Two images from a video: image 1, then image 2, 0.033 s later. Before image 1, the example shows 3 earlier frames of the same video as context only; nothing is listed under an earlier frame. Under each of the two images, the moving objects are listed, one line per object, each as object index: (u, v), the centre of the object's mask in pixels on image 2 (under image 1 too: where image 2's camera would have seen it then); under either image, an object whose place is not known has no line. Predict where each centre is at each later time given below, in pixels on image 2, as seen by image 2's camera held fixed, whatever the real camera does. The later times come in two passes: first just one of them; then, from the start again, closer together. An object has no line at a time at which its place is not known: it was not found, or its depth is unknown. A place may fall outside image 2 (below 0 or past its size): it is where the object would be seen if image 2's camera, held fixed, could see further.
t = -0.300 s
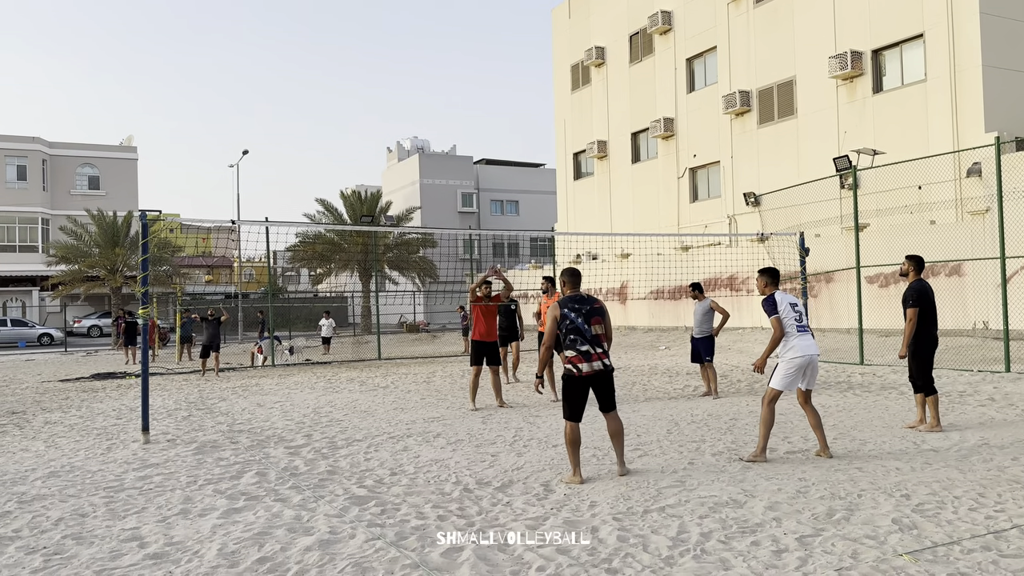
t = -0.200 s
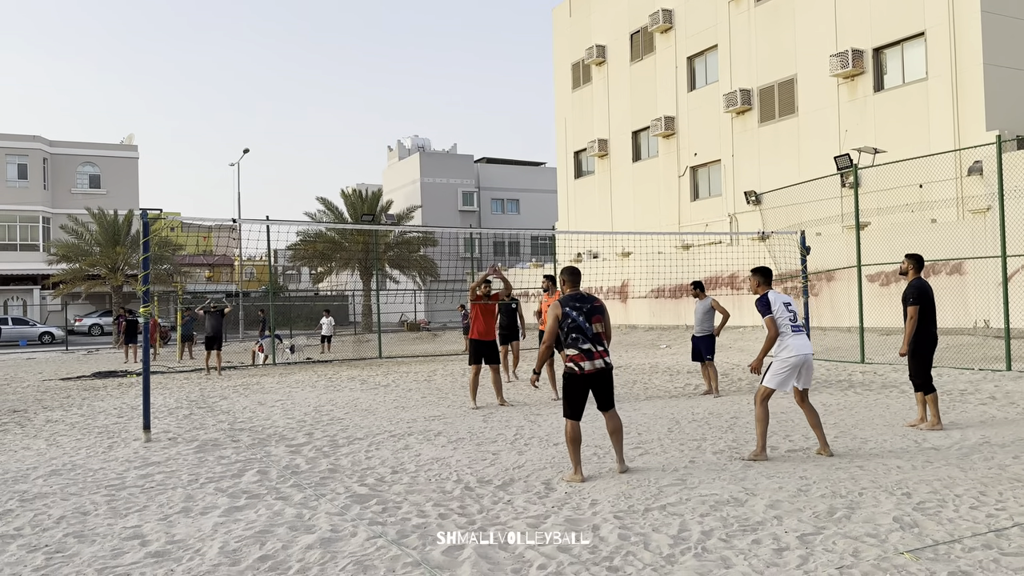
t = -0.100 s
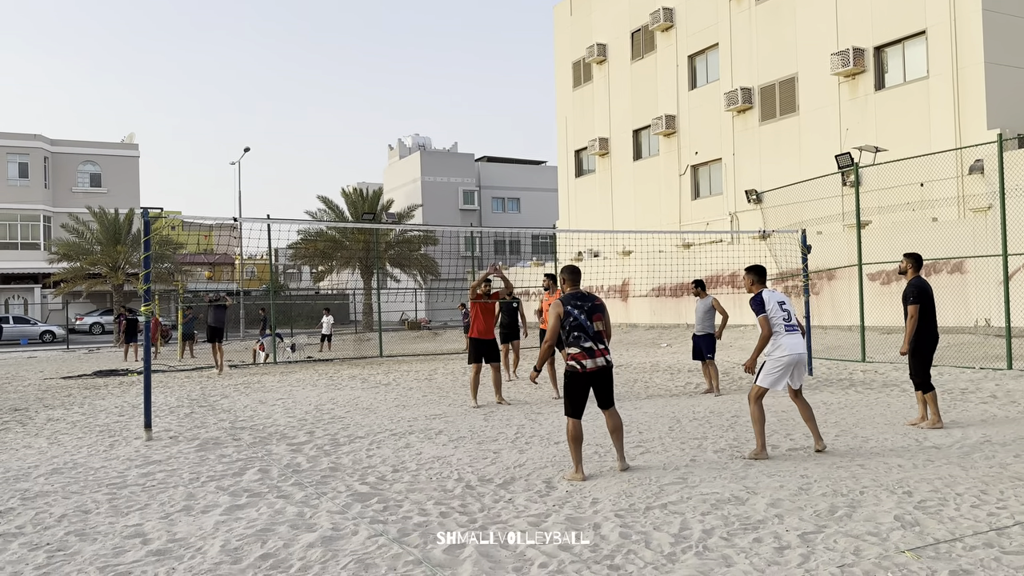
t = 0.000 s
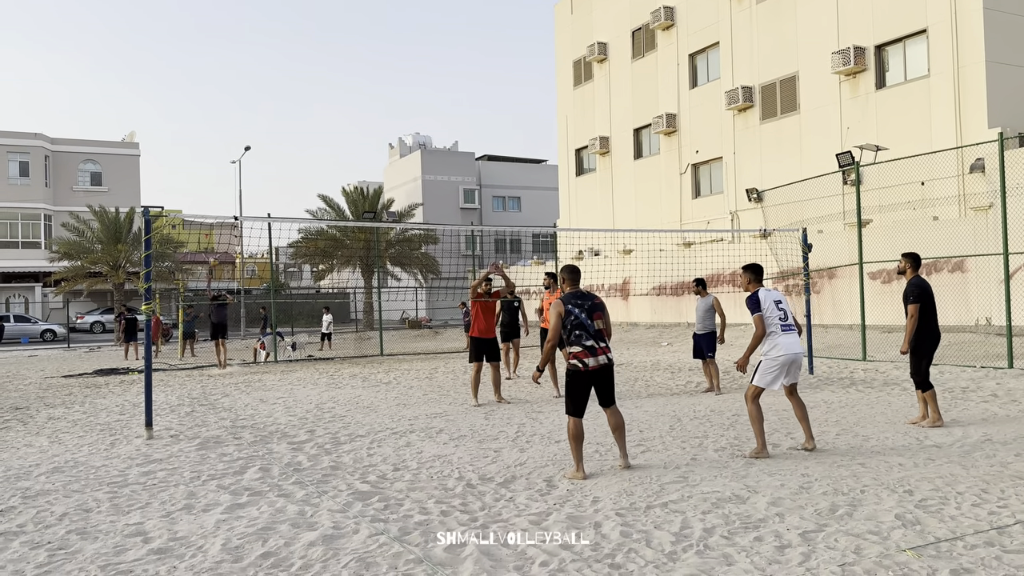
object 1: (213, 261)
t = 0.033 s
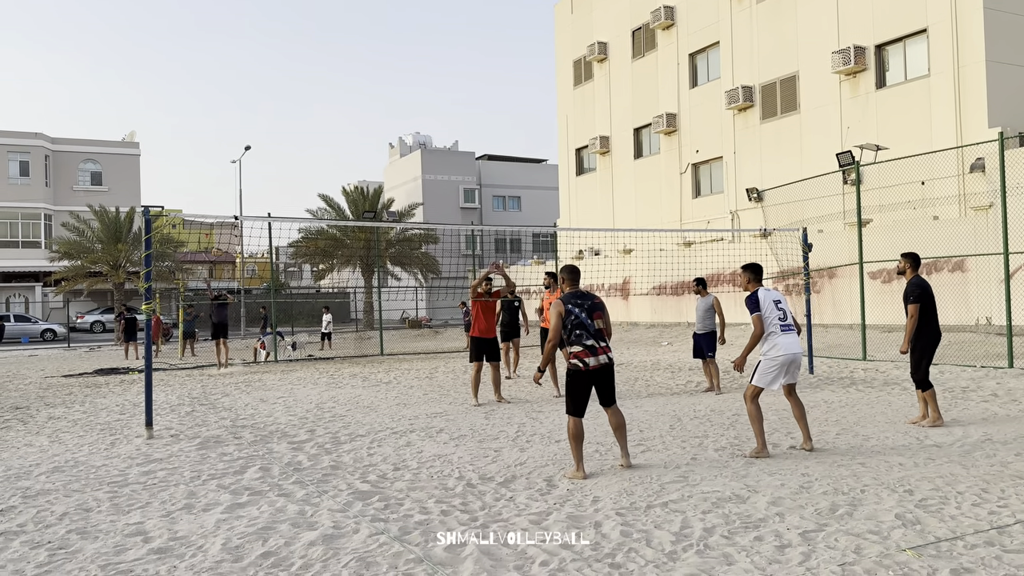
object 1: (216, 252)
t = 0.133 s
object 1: (228, 227)
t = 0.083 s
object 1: (222, 239)
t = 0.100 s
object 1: (224, 235)
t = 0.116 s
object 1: (226, 231)
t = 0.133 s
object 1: (228, 227)
